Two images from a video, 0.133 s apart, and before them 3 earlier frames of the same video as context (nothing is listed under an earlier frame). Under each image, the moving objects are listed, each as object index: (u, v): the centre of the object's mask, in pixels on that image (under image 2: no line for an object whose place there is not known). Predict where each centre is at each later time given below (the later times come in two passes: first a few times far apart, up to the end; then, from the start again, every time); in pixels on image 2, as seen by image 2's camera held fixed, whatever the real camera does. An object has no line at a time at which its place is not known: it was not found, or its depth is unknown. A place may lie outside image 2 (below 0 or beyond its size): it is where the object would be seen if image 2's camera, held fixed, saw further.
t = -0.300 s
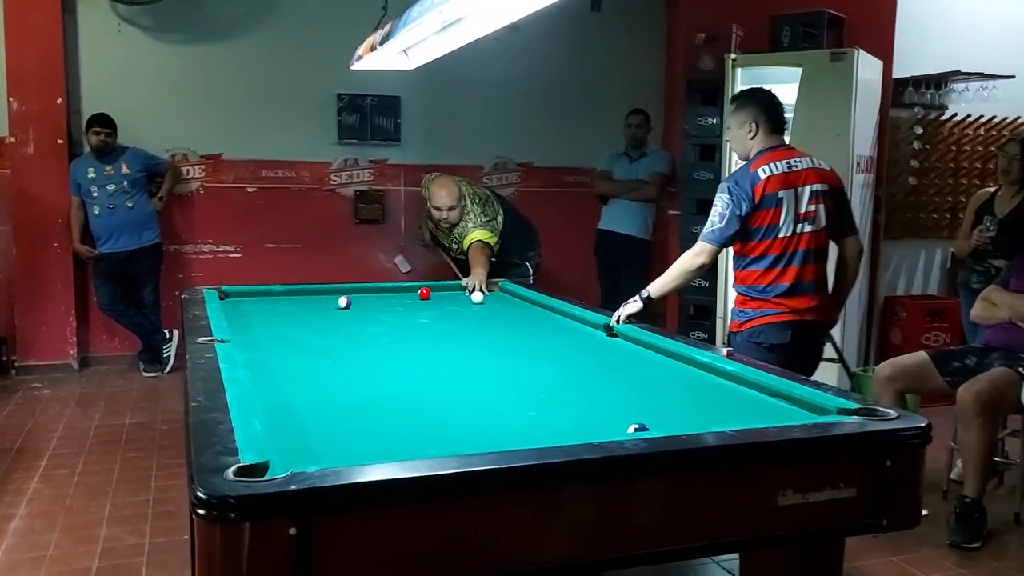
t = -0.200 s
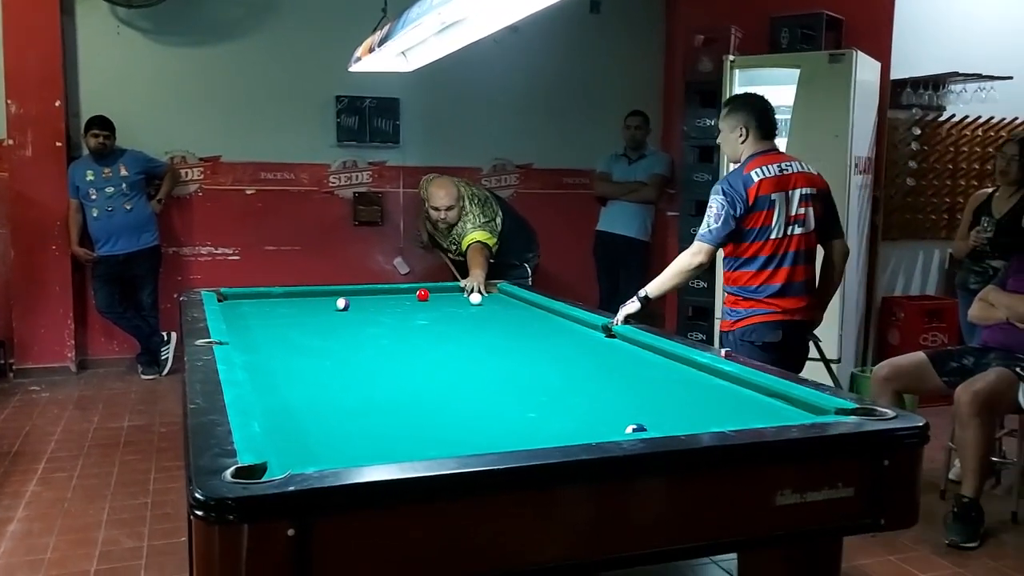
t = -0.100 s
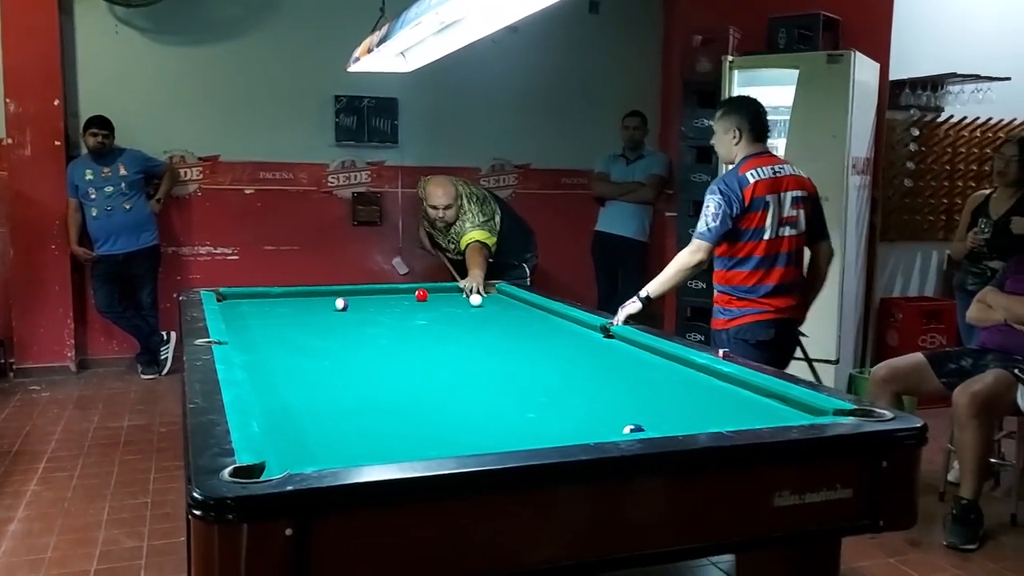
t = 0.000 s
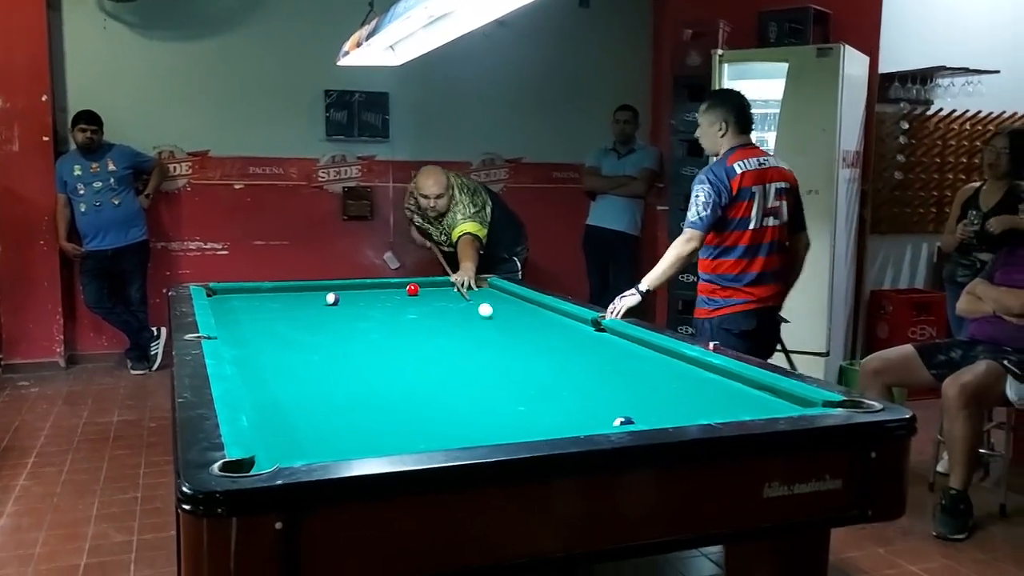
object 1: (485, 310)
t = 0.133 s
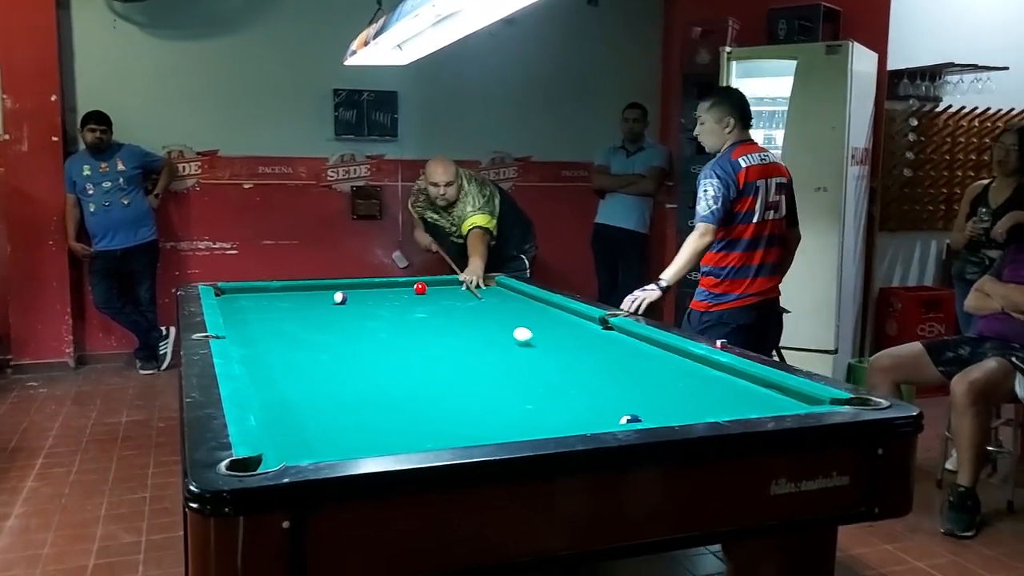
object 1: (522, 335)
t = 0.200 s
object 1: (540, 351)
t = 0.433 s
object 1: (601, 415)
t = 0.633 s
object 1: (490, 394)
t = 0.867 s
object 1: (407, 378)
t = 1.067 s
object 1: (346, 368)
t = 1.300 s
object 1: (284, 356)
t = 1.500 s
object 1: (240, 348)
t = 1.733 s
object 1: (262, 338)
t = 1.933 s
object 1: (280, 331)
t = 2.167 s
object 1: (296, 323)
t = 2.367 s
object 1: (310, 318)
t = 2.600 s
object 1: (324, 312)
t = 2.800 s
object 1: (335, 308)
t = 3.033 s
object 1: (347, 304)
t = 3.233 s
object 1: (356, 300)
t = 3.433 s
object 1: (365, 298)
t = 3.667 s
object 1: (374, 295)
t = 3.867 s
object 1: (381, 292)
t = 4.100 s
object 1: (389, 290)
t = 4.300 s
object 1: (395, 287)
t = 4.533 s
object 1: (401, 285)
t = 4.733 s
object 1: (406, 284)
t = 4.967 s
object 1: (411, 283)
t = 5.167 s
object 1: (414, 282)
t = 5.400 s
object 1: (419, 281)
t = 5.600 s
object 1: (422, 281)
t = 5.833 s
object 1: (423, 282)
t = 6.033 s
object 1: (424, 282)
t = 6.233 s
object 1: (424, 283)
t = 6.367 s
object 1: (424, 282)
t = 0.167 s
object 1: (531, 342)
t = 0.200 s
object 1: (540, 351)
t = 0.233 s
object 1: (550, 359)
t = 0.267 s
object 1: (562, 371)
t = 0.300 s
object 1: (574, 382)
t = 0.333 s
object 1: (586, 392)
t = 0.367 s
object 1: (599, 404)
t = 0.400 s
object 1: (612, 413)
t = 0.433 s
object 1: (601, 415)
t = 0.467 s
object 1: (578, 412)
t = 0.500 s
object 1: (558, 407)
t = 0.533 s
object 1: (539, 404)
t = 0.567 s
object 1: (522, 400)
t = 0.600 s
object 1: (505, 397)
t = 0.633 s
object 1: (490, 394)
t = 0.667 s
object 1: (476, 391)
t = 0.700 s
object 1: (463, 388)
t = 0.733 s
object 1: (451, 386)
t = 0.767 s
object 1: (439, 384)
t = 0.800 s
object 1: (428, 382)
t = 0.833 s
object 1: (417, 380)
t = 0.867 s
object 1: (407, 378)
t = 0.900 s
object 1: (396, 376)
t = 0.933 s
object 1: (385, 374)
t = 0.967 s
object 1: (375, 373)
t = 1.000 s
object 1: (365, 371)
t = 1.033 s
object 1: (355, 369)
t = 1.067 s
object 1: (346, 368)
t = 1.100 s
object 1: (337, 365)
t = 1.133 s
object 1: (328, 364)
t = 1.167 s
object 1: (318, 362)
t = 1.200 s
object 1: (310, 361)
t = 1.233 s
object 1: (301, 359)
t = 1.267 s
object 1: (293, 358)
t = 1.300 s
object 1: (284, 356)
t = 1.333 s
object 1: (275, 355)
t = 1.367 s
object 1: (268, 353)
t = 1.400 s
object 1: (260, 352)
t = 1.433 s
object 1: (253, 350)
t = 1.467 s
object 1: (245, 349)
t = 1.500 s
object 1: (240, 348)
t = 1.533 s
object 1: (243, 346)
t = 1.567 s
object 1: (247, 345)
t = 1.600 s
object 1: (250, 343)
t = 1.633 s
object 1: (253, 342)
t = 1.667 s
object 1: (256, 341)
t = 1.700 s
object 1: (259, 339)
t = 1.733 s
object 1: (262, 338)
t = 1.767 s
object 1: (265, 337)
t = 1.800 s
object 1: (268, 336)
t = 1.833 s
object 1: (271, 335)
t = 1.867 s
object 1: (274, 333)
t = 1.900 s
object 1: (277, 332)
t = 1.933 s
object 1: (280, 331)
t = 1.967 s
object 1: (282, 330)
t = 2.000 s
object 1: (285, 329)
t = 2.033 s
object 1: (287, 328)
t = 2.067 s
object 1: (290, 327)
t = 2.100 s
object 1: (292, 326)
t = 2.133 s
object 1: (294, 325)
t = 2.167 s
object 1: (296, 323)
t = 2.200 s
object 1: (299, 323)
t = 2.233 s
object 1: (301, 322)
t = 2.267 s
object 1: (303, 321)
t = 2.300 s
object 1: (305, 320)
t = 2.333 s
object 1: (308, 319)
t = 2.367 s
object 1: (310, 318)
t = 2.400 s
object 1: (312, 317)
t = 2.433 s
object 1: (314, 317)
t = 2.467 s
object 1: (316, 316)
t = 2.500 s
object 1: (318, 315)
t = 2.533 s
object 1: (320, 314)
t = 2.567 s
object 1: (322, 313)
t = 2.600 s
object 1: (324, 312)
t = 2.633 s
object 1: (326, 312)
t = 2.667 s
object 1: (328, 311)
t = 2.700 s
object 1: (330, 310)
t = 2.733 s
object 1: (331, 310)
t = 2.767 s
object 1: (333, 309)
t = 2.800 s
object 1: (335, 308)
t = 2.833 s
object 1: (337, 308)
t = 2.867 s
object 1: (339, 307)
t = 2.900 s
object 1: (341, 307)
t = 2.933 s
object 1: (343, 306)
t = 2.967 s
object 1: (344, 305)
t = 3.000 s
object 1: (346, 304)
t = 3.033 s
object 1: (347, 304)
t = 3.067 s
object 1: (349, 303)
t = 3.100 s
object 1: (351, 303)
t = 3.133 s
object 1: (352, 302)
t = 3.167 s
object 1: (354, 302)
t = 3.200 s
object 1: (355, 301)
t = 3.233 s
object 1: (356, 300)
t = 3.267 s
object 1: (358, 300)
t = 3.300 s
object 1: (360, 299)
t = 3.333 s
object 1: (361, 299)
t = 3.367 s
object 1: (362, 298)
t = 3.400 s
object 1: (364, 298)
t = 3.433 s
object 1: (365, 298)
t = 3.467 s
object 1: (366, 297)
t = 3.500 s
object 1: (368, 297)
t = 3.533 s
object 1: (369, 296)
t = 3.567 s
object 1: (370, 296)
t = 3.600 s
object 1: (372, 295)
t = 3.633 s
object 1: (373, 295)
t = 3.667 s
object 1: (374, 295)
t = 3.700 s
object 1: (375, 294)
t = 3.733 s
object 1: (376, 293)
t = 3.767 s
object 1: (378, 293)
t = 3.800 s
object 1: (379, 293)
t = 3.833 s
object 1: (380, 292)
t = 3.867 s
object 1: (381, 292)
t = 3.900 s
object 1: (382, 292)
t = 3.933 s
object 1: (383, 291)
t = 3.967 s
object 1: (385, 291)
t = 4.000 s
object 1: (386, 291)
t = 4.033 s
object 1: (387, 290)
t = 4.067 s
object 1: (388, 290)
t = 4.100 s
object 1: (389, 290)
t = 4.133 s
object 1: (390, 289)
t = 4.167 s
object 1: (391, 289)
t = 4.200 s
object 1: (392, 289)
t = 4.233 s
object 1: (393, 288)
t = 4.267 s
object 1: (394, 288)
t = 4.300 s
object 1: (395, 287)
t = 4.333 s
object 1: (396, 287)
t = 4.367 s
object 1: (397, 287)
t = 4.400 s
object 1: (397, 286)
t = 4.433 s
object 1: (398, 286)
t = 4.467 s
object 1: (399, 286)
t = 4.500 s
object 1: (400, 286)
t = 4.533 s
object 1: (401, 285)
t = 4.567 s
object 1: (402, 285)
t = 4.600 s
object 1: (403, 285)
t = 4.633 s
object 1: (403, 285)
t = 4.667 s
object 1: (404, 284)
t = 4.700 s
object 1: (405, 284)
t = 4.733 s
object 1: (406, 284)
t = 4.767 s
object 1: (407, 284)
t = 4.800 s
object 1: (407, 284)
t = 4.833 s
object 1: (408, 284)
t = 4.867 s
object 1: (409, 283)
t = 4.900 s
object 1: (409, 283)
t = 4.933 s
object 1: (410, 283)
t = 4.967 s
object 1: (411, 283)
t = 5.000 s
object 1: (411, 282)
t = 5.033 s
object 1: (412, 282)
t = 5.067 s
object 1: (412, 282)
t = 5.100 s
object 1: (413, 282)
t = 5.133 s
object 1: (414, 282)
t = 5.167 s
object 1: (414, 282)
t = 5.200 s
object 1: (415, 281)
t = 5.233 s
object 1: (416, 281)
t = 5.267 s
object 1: (416, 281)
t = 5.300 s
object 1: (417, 281)
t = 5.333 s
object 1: (417, 281)
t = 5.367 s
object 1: (418, 281)
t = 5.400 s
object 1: (419, 281)
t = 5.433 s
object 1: (420, 281)
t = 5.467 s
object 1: (420, 281)
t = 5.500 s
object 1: (420, 281)
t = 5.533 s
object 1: (420, 281)
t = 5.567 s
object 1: (422, 281)
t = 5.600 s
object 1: (422, 281)
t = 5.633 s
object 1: (422, 281)
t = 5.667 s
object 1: (422, 282)
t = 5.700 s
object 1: (422, 282)
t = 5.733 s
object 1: (422, 282)
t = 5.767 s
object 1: (424, 282)
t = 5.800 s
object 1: (424, 282)
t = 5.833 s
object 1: (423, 282)
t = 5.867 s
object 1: (423, 282)
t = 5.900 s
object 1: (424, 282)
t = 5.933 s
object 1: (424, 282)
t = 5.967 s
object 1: (424, 283)
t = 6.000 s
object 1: (424, 282)
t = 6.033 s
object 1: (424, 282)
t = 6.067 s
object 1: (424, 282)
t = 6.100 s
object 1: (424, 283)
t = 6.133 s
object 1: (425, 283)
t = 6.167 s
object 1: (425, 283)
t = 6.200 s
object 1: (424, 283)
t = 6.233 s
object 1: (424, 283)
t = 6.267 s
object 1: (424, 283)
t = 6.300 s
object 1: (424, 282)
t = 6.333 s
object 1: (424, 282)
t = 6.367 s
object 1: (424, 282)
